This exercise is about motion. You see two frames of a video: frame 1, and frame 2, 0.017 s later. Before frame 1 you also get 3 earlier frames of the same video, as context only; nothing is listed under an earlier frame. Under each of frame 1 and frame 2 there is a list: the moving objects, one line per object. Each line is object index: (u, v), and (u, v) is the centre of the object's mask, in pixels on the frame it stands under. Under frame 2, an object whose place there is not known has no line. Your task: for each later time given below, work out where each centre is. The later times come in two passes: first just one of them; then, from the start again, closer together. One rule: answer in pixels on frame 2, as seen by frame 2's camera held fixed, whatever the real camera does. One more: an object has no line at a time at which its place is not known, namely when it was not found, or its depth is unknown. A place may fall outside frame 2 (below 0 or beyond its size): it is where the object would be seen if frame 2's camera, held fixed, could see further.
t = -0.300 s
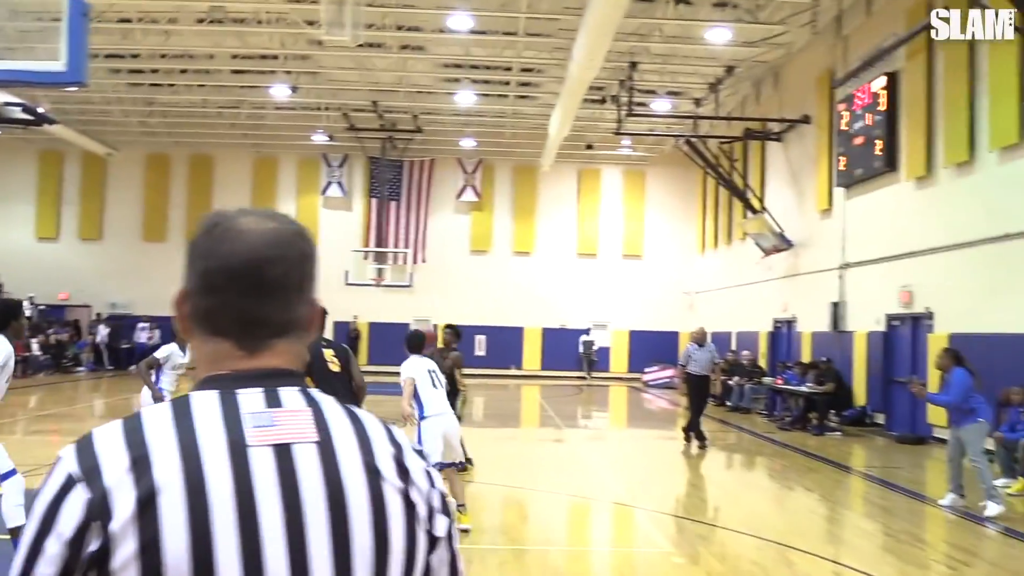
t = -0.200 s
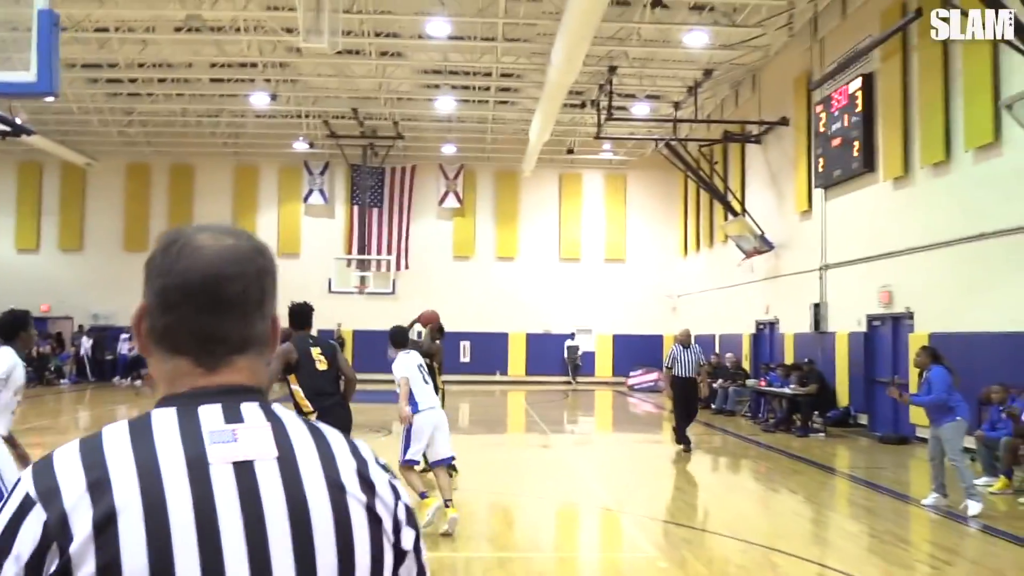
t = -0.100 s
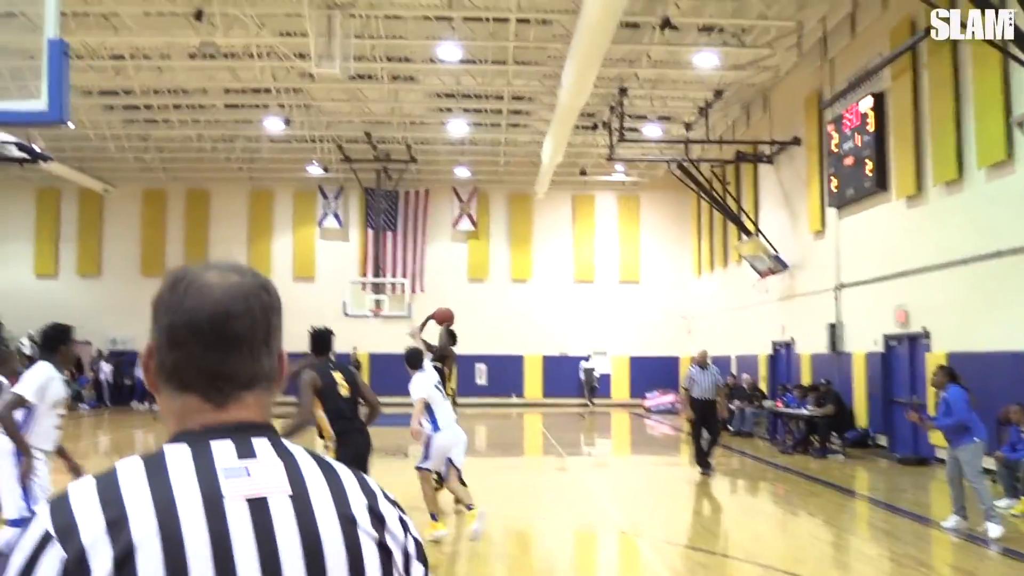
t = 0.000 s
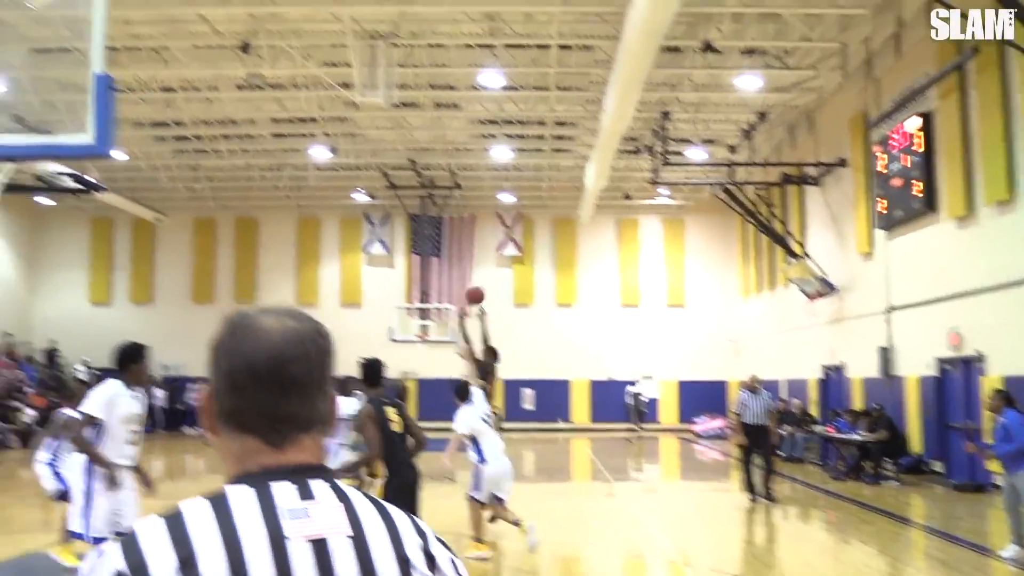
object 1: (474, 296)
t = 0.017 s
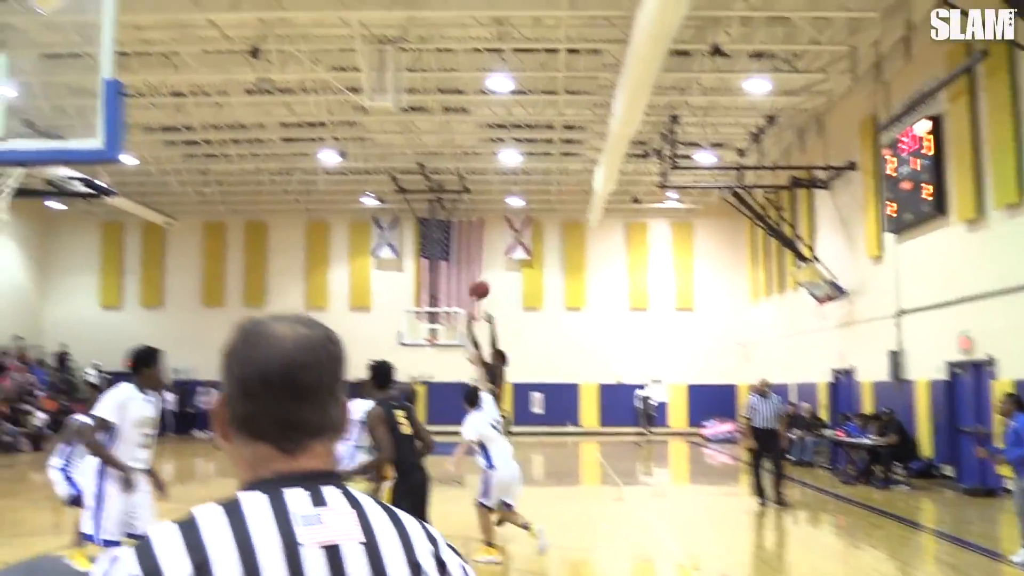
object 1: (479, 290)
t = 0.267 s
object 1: (414, 158)
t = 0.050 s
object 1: (471, 271)
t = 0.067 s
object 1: (468, 261)
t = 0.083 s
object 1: (462, 250)
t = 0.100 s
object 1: (459, 241)
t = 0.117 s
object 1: (453, 232)
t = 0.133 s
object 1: (449, 224)
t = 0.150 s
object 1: (444, 216)
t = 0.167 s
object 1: (440, 207)
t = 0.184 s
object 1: (435, 198)
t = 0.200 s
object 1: (431, 191)
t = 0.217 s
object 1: (427, 183)
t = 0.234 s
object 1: (422, 174)
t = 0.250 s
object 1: (418, 166)
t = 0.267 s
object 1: (414, 158)
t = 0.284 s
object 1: (410, 150)
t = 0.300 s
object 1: (405, 143)
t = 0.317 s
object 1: (400, 136)
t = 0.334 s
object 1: (394, 130)
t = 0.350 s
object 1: (389, 123)
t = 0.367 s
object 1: (384, 116)
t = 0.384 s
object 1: (378, 111)
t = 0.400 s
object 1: (373, 103)
